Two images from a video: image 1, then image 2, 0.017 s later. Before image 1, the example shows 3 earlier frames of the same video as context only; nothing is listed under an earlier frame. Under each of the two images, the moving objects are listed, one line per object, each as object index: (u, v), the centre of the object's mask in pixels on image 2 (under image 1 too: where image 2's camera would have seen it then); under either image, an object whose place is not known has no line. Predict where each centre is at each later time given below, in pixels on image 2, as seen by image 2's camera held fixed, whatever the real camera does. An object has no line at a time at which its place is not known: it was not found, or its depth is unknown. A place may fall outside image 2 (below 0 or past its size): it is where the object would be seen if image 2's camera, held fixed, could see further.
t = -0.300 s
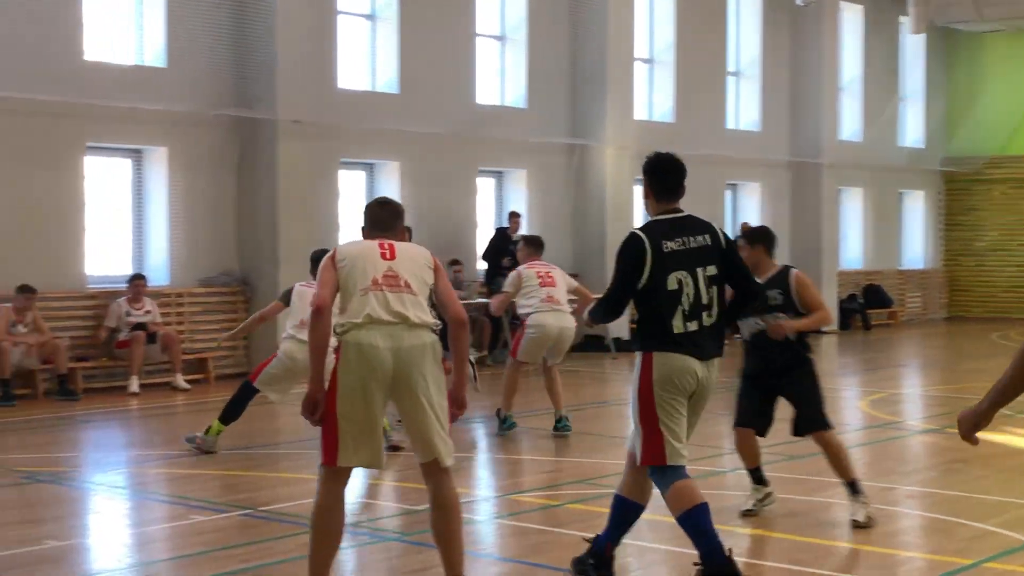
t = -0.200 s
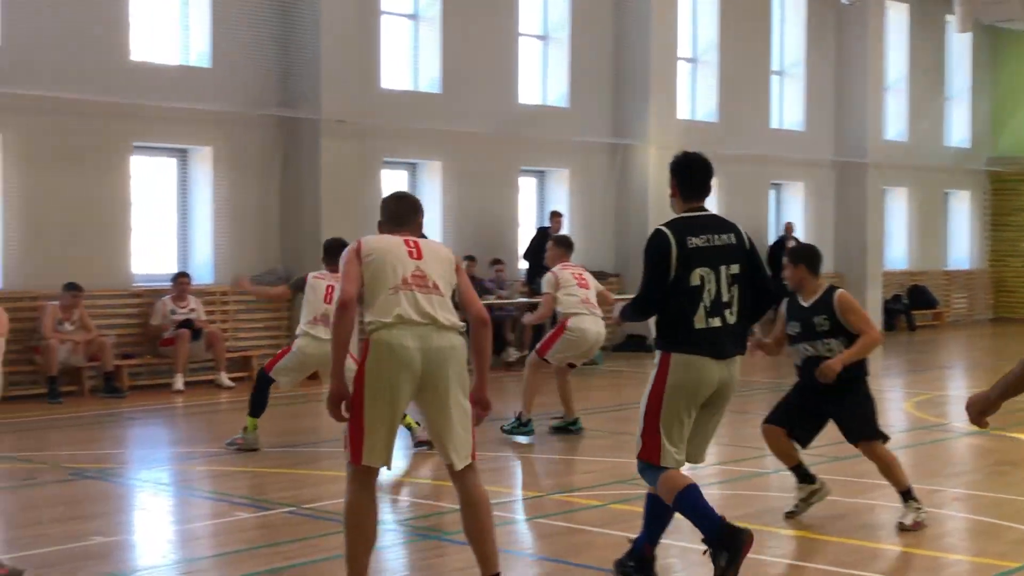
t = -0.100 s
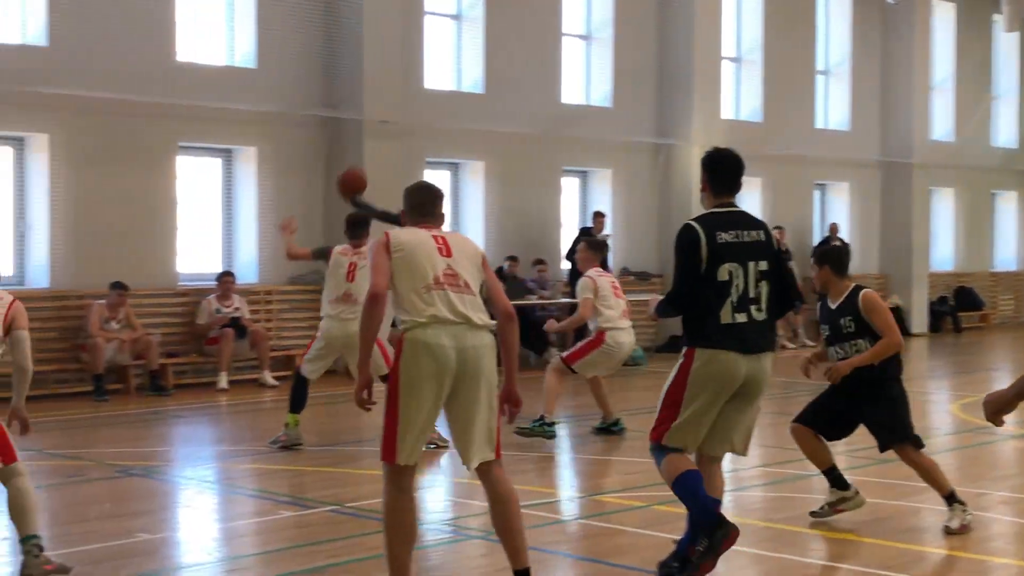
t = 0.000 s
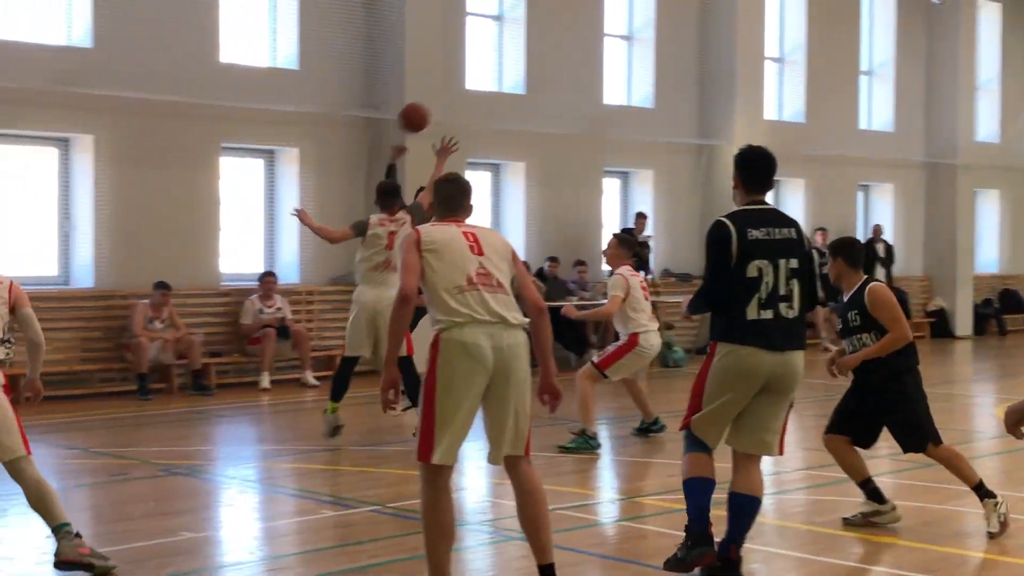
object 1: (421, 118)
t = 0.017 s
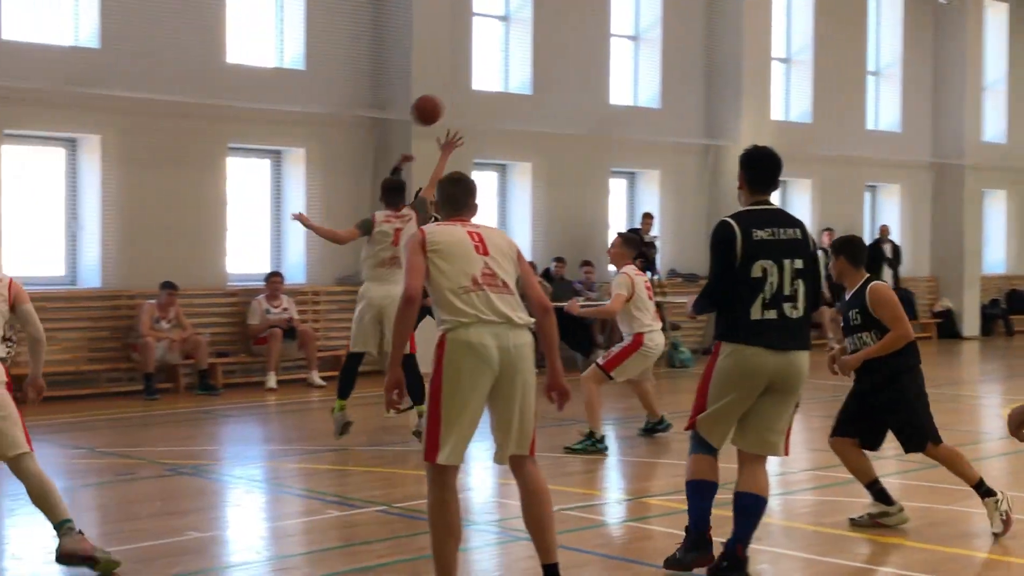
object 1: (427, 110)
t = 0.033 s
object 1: (433, 103)
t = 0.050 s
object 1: (438, 95)
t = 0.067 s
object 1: (444, 88)
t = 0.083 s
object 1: (450, 81)
